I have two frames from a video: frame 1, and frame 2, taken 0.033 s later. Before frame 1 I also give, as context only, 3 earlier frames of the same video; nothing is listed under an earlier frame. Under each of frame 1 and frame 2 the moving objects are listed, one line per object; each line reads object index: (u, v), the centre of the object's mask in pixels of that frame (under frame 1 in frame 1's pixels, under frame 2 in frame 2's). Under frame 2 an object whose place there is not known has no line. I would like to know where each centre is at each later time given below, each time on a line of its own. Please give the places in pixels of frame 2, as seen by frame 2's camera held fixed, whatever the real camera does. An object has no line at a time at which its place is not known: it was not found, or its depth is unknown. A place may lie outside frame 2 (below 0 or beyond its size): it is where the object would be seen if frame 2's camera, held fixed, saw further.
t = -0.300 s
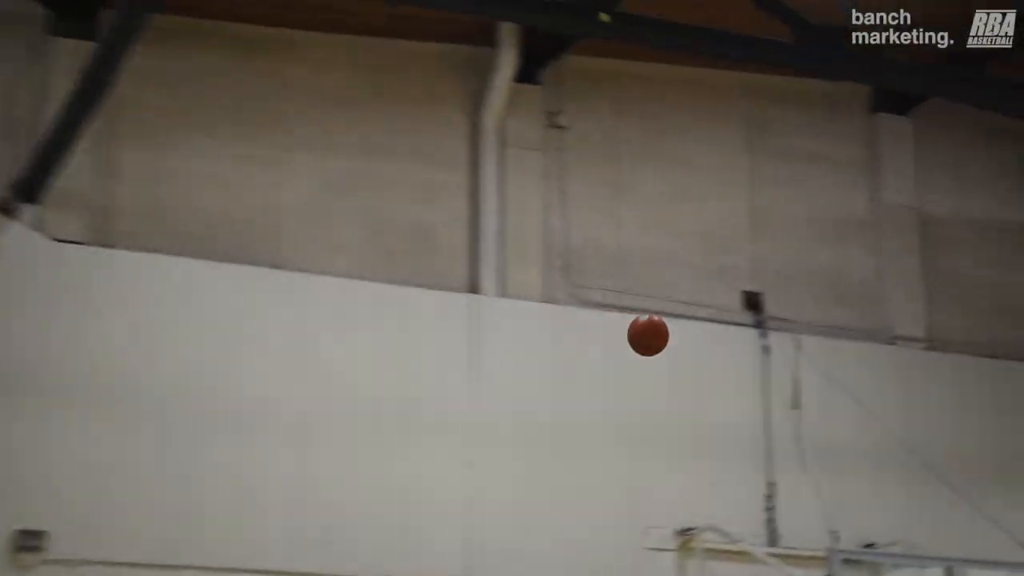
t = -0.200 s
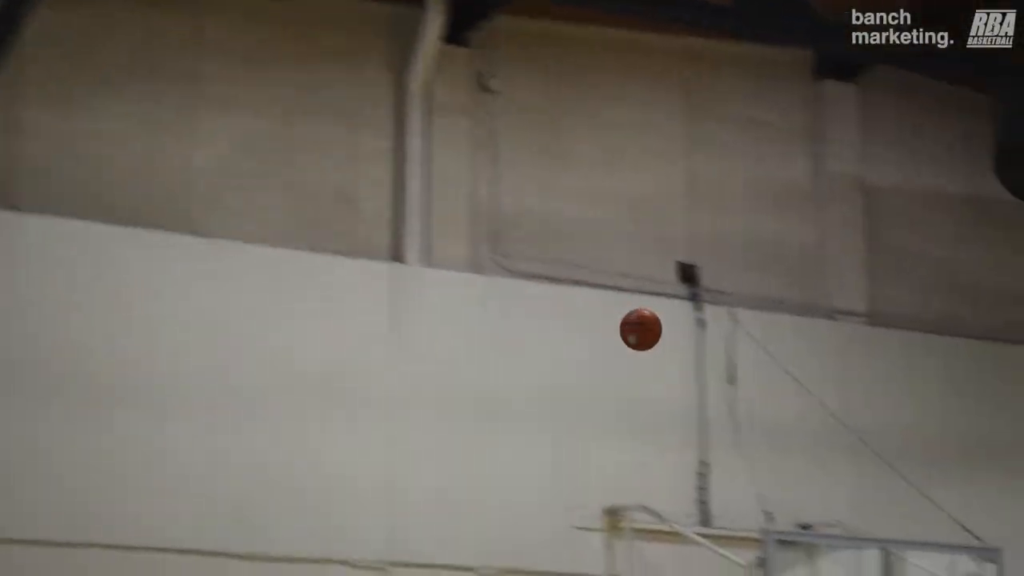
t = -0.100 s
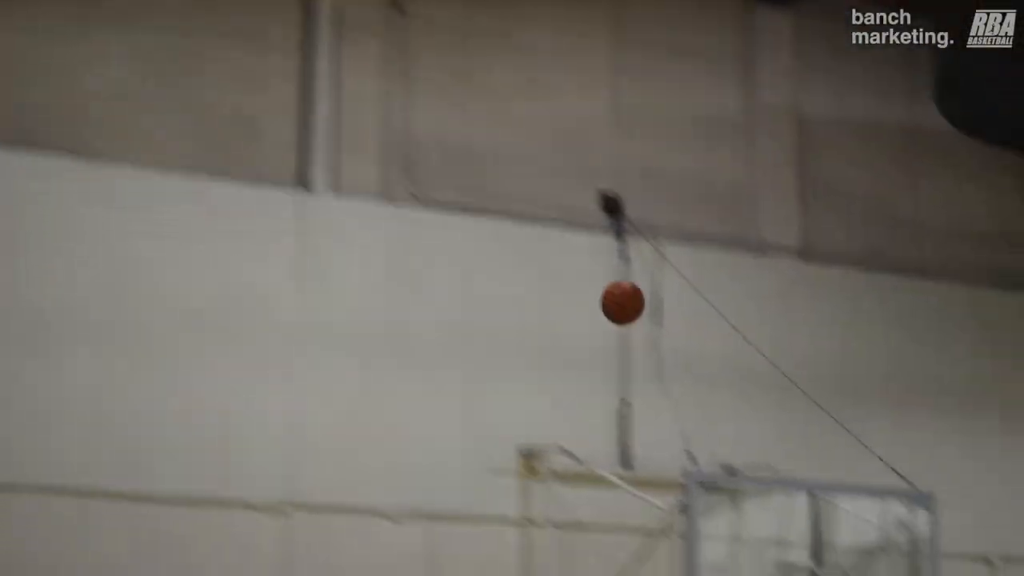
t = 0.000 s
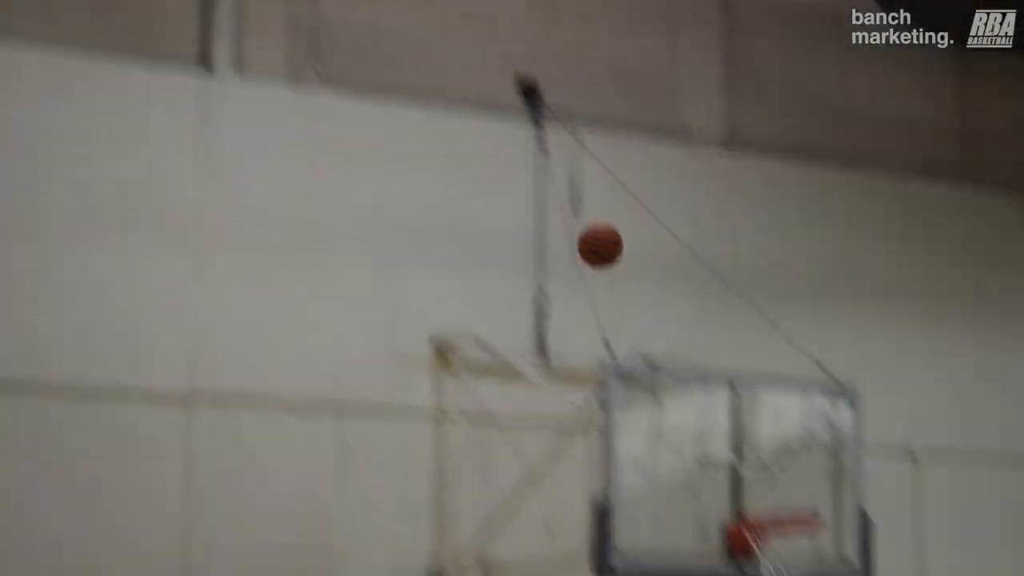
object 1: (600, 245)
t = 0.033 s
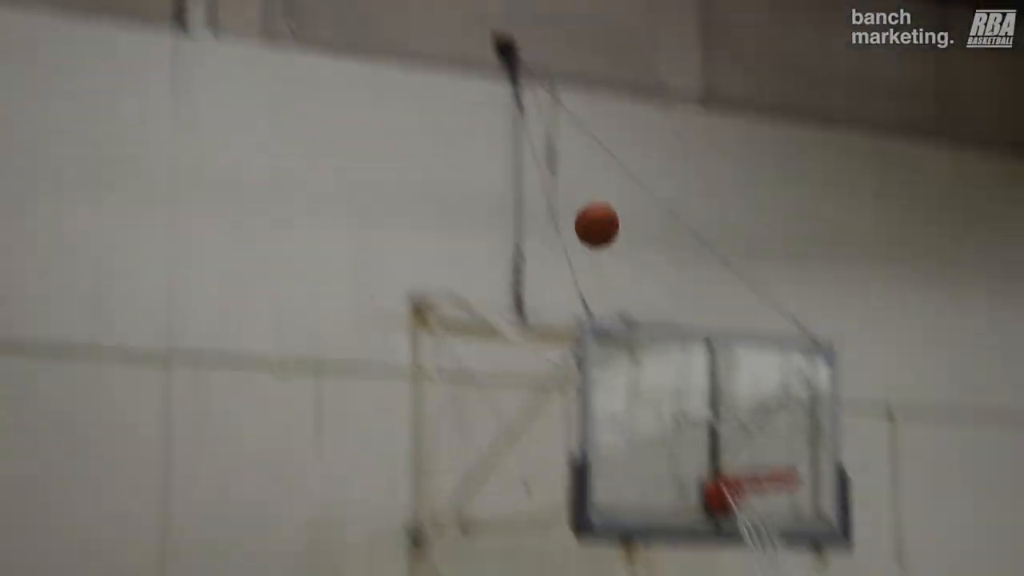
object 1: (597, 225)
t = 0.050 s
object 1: (607, 237)
